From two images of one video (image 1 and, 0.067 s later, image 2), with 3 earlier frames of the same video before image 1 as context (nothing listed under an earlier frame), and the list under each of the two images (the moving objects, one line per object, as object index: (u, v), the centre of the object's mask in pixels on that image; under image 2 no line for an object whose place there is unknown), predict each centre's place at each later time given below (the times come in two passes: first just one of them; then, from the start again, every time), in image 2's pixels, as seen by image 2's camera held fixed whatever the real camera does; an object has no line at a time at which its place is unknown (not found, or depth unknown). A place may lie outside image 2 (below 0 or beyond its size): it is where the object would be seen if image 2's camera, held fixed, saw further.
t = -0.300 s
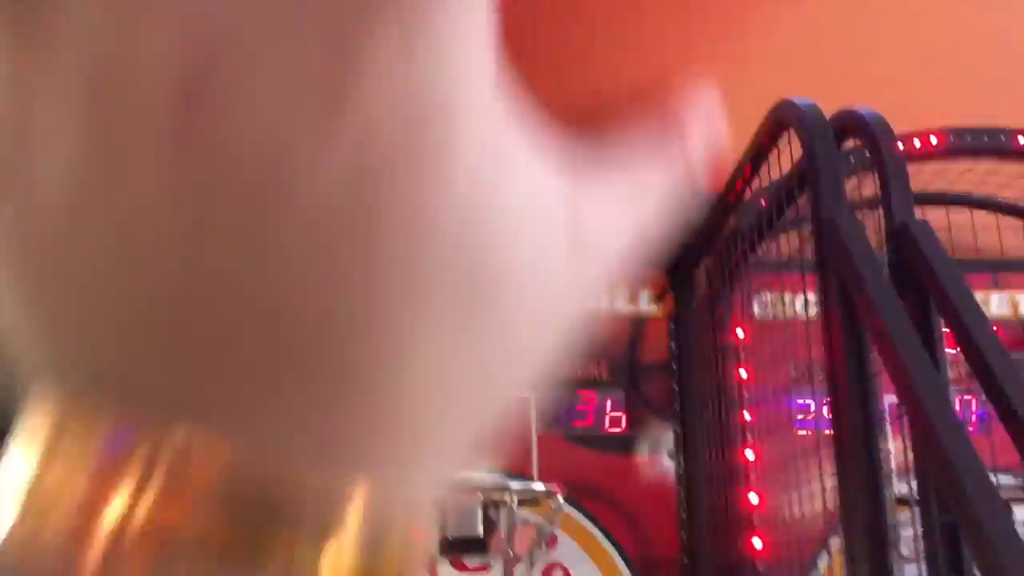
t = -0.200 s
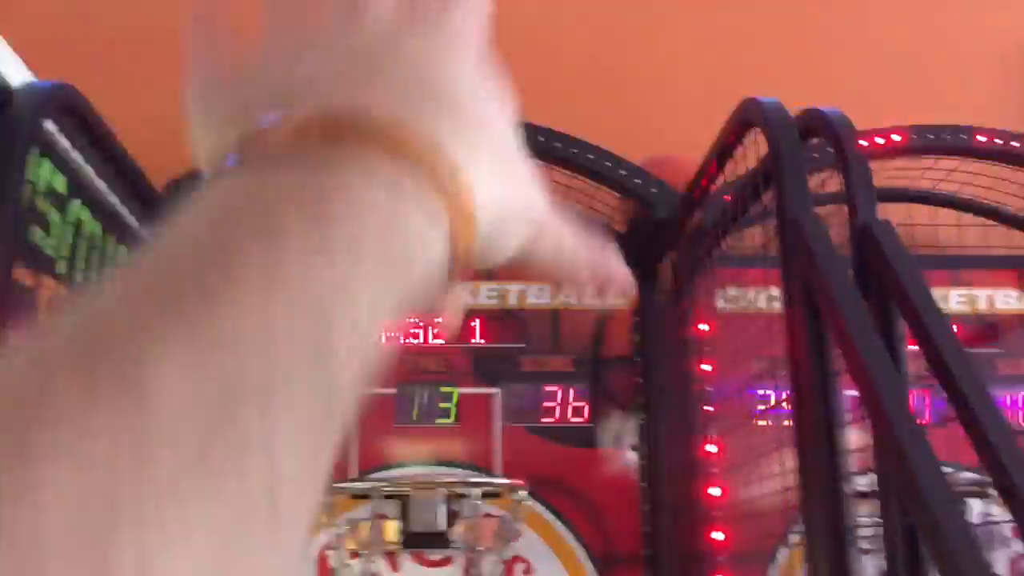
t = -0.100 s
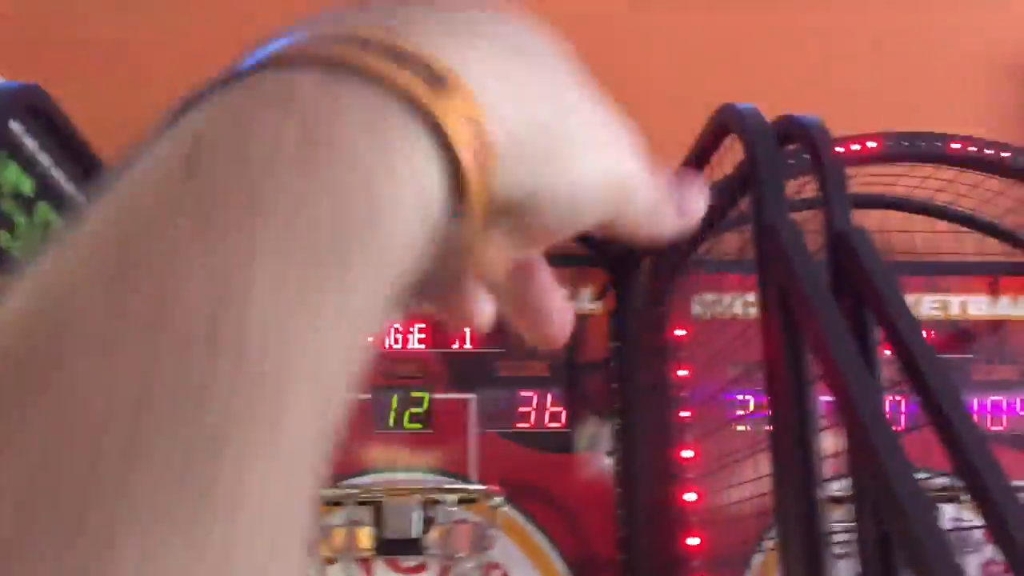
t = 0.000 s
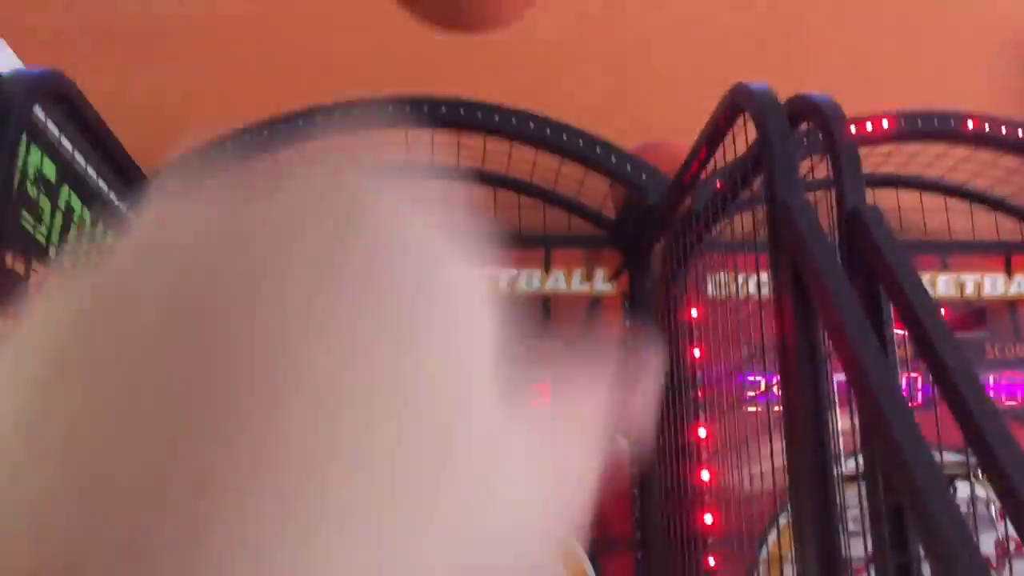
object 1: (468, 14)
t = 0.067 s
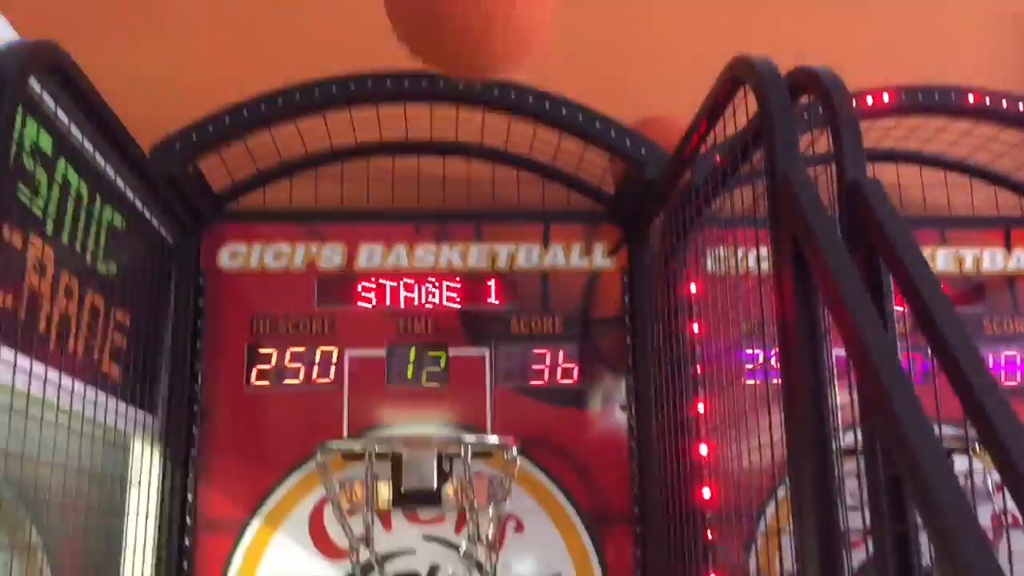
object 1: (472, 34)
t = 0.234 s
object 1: (479, 232)
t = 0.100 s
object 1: (473, 59)
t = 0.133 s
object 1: (474, 90)
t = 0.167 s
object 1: (475, 135)
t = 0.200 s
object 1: (477, 184)
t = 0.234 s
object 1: (479, 232)
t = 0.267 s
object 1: (479, 285)
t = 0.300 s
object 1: (481, 340)
